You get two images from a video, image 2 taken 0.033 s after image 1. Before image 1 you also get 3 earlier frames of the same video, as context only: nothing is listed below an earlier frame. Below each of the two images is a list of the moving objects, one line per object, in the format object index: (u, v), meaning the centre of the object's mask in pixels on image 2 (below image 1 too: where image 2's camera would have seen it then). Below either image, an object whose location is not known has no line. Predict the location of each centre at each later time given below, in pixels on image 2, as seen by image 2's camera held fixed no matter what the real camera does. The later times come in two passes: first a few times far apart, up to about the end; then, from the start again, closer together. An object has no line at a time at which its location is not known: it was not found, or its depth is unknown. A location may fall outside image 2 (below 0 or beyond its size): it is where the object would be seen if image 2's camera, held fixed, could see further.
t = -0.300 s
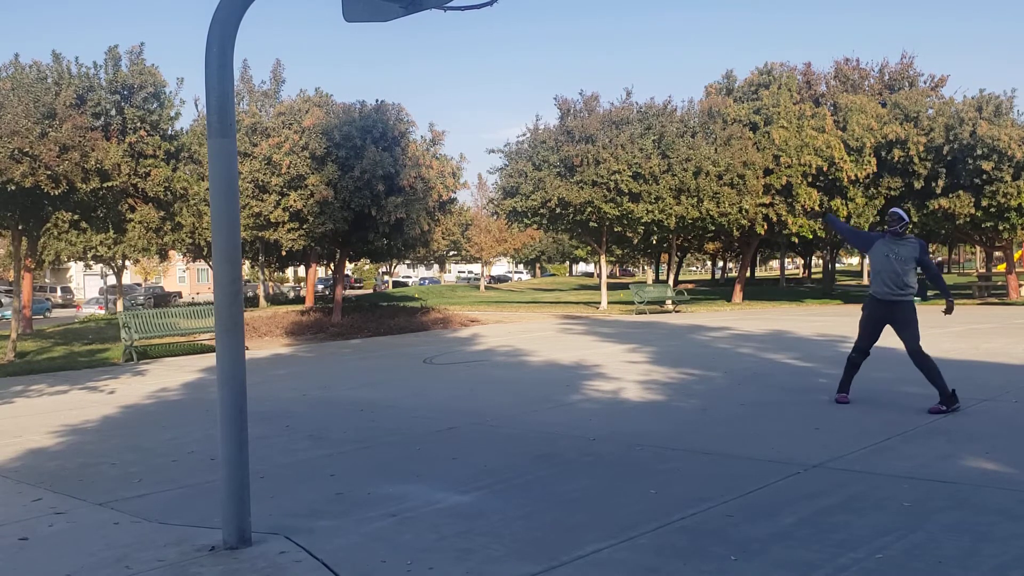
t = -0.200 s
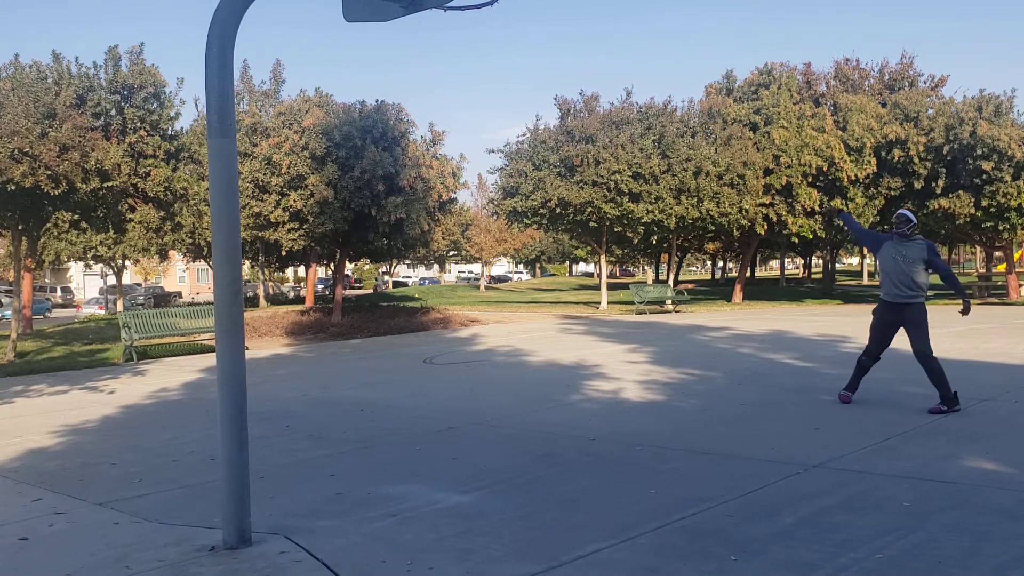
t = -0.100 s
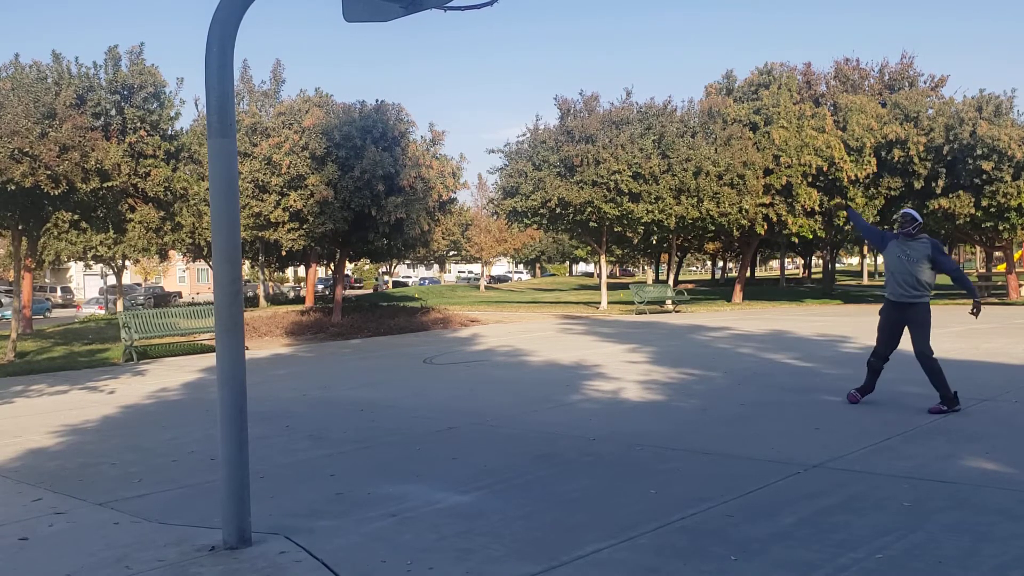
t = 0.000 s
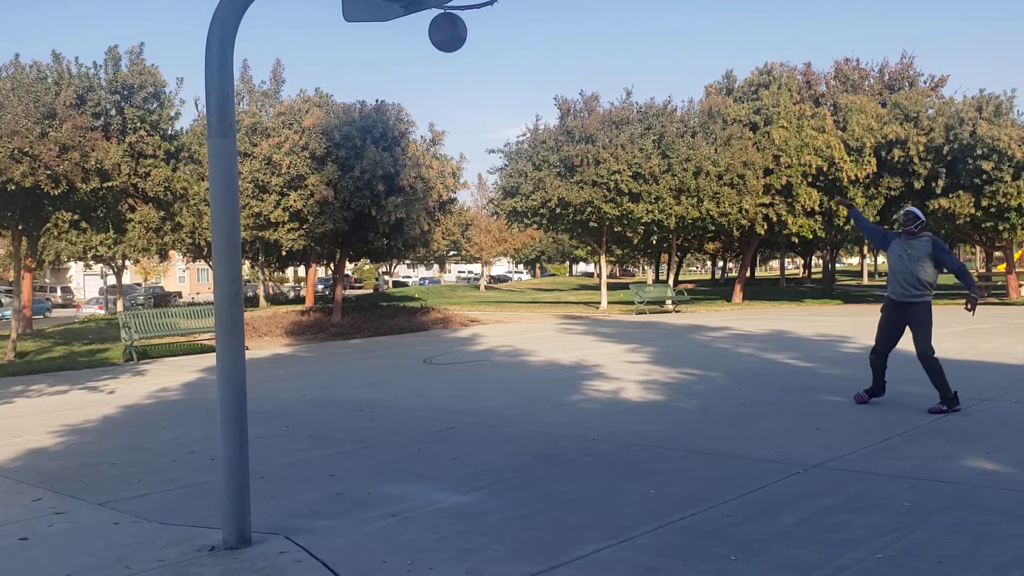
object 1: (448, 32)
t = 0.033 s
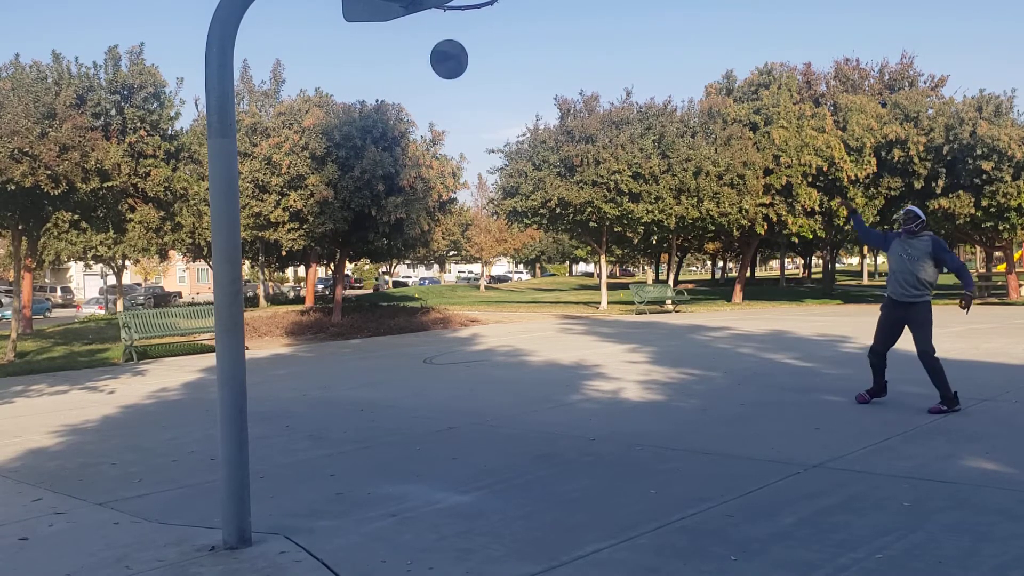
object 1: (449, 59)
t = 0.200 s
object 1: (457, 211)
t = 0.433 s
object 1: (464, 440)
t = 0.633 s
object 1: (485, 286)
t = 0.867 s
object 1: (509, 187)
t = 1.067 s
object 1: (530, 161)
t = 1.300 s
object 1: (554, 194)
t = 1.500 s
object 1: (574, 267)
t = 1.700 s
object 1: (594, 377)
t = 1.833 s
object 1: (602, 348)
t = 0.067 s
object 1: (451, 87)
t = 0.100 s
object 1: (452, 117)
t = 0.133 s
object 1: (453, 147)
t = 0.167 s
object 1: (455, 178)
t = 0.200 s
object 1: (457, 211)
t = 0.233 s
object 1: (458, 244)
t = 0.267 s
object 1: (459, 277)
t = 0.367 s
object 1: (462, 385)
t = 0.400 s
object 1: (462, 423)
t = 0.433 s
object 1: (464, 440)
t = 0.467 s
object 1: (468, 409)
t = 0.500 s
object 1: (471, 380)
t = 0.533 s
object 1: (475, 354)
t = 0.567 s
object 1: (478, 329)
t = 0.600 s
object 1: (481, 306)
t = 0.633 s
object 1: (485, 286)
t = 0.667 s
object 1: (489, 267)
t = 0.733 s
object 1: (496, 234)
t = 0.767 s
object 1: (498, 220)
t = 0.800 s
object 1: (502, 207)
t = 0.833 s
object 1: (506, 196)
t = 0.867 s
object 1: (509, 187)
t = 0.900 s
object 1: (513, 180)
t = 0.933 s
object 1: (516, 173)
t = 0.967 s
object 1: (520, 168)
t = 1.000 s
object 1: (523, 165)
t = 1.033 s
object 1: (526, 162)
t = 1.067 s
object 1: (530, 161)
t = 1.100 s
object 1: (533, 162)
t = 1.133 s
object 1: (537, 165)
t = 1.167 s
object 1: (540, 168)
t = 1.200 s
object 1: (543, 172)
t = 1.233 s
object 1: (547, 178)
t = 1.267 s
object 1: (550, 185)
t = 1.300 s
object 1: (554, 194)
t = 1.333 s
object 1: (557, 202)
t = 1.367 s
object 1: (560, 213)
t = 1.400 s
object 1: (564, 226)
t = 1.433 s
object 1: (567, 240)
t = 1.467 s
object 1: (570, 252)
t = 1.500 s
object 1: (574, 267)
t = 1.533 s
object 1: (577, 283)
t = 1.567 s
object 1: (580, 300)
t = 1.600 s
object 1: (584, 318)
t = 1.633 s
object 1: (587, 337)
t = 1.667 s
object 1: (590, 356)
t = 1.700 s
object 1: (594, 377)
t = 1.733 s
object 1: (597, 399)
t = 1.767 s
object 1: (599, 381)
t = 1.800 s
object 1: (600, 364)
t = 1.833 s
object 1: (602, 348)
